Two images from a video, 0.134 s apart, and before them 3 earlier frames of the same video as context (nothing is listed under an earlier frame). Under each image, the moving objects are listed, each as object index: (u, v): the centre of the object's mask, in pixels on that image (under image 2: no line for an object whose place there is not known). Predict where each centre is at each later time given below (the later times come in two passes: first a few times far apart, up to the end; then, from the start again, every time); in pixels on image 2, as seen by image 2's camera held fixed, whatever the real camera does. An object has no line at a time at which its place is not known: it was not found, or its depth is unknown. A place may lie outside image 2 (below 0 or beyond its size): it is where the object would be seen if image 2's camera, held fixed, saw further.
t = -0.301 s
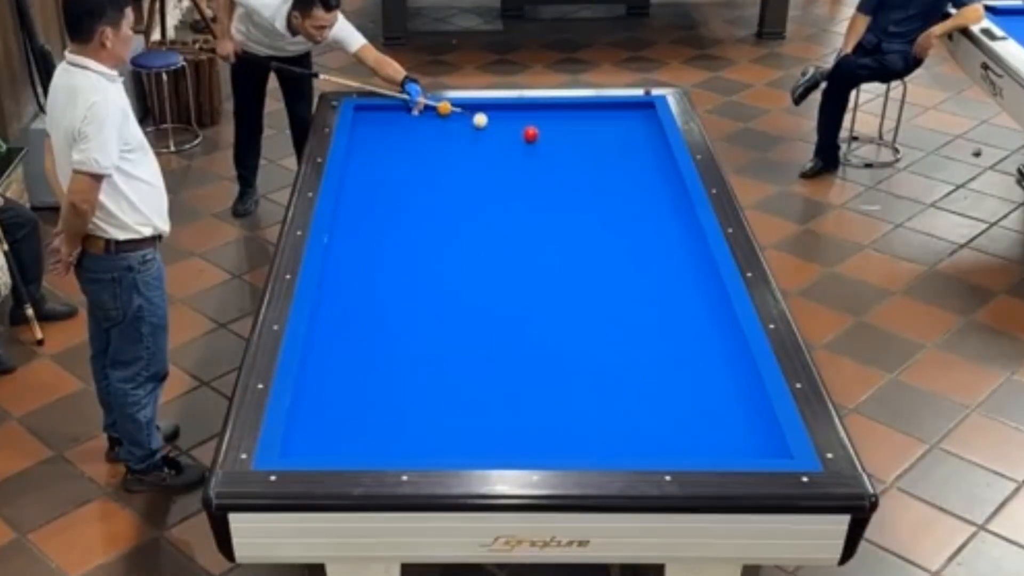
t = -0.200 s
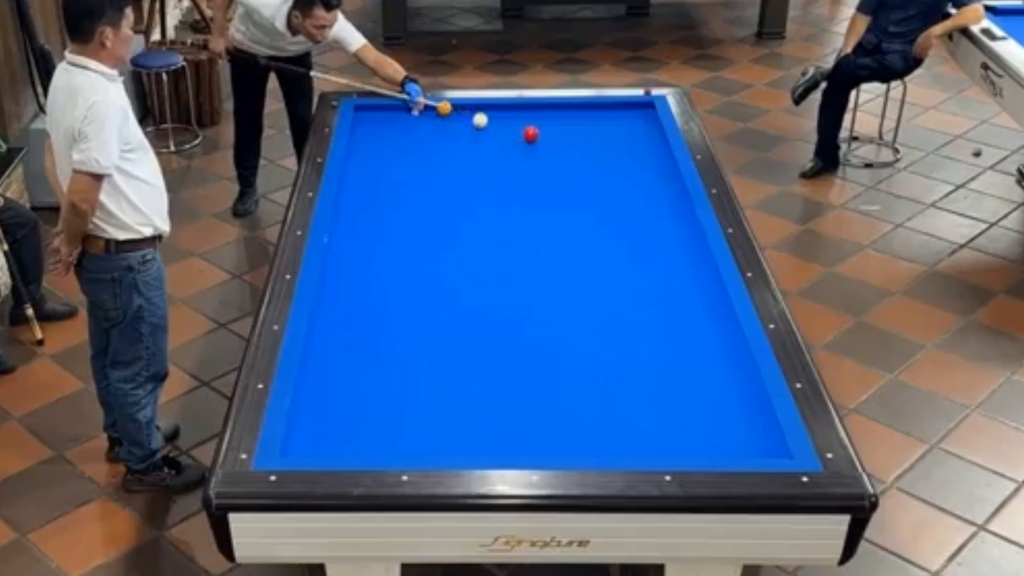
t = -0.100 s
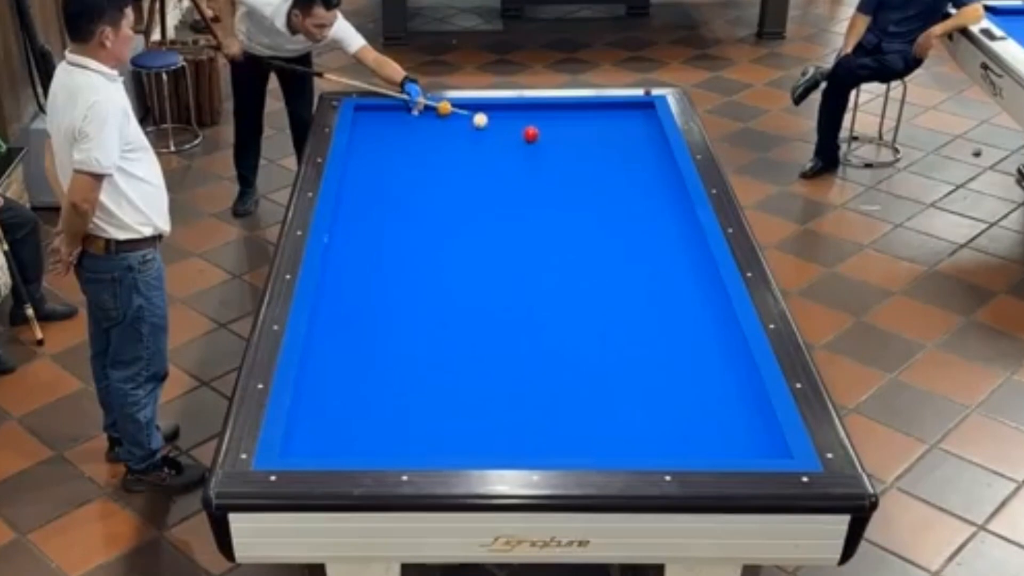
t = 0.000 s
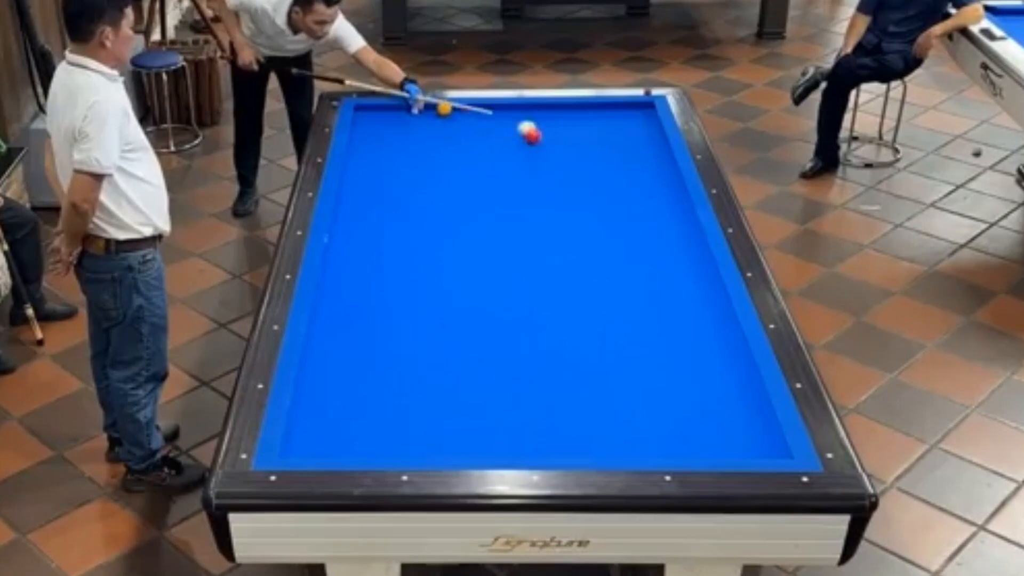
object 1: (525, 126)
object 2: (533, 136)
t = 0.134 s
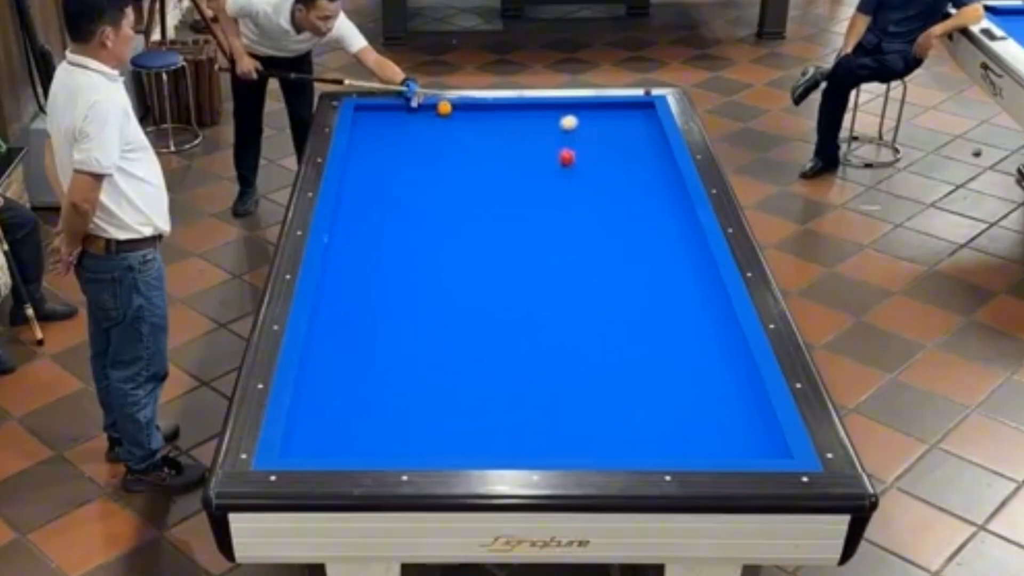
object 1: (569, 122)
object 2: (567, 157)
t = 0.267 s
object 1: (614, 119)
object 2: (598, 178)
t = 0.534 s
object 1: (609, 116)
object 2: (657, 215)
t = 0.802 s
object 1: (556, 113)
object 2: (688, 254)
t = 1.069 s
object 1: (506, 110)
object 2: (673, 292)
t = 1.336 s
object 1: (459, 107)
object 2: (657, 335)
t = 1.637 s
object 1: (449, 108)
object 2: (638, 389)
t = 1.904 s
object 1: (440, 109)
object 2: (618, 442)
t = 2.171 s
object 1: (432, 111)
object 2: (585, 428)
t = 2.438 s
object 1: (425, 112)
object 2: (553, 401)
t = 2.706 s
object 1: (418, 113)
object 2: (523, 375)
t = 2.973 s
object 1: (412, 114)
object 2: (497, 352)
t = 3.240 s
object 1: (407, 114)
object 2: (472, 331)
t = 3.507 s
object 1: (402, 115)
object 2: (450, 311)
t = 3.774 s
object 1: (398, 115)
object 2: (430, 293)
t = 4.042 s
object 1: (395, 116)
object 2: (410, 277)
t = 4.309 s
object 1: (392, 116)
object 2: (392, 261)
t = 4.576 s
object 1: (390, 116)
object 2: (375, 247)
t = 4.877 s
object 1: (389, 116)
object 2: (358, 232)
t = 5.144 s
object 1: (389, 116)
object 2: (344, 220)
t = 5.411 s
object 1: (389, 116)
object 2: (345, 210)
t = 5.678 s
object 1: (389, 116)
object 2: (355, 200)
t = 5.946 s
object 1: (389, 117)
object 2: (363, 192)
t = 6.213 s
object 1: (389, 117)
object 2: (371, 185)
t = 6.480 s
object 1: (389, 117)
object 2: (379, 177)
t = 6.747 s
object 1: (389, 117)
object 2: (385, 171)
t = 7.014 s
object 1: (389, 117)
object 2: (391, 164)
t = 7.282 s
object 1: (389, 117)
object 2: (397, 158)
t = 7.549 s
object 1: (389, 117)
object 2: (402, 153)
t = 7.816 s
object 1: (389, 117)
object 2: (407, 148)
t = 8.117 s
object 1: (389, 117)
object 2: (412, 143)
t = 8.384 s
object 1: (389, 117)
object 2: (415, 139)
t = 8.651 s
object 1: (389, 117)
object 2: (419, 135)
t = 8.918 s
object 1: (389, 116)
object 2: (422, 132)
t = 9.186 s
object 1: (389, 116)
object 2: (425, 129)
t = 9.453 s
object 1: (389, 117)
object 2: (427, 128)
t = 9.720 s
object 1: (389, 117)
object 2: (430, 125)
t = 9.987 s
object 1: (389, 116)
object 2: (432, 122)
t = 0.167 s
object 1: (580, 121)
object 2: (575, 162)
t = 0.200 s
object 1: (591, 121)
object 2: (583, 167)
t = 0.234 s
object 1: (603, 120)
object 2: (591, 173)
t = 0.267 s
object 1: (614, 119)
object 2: (598, 178)
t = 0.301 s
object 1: (626, 119)
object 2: (606, 183)
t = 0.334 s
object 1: (638, 118)
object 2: (613, 187)
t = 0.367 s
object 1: (650, 118)
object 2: (620, 191)
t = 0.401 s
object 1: (646, 118)
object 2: (628, 196)
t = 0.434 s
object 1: (636, 117)
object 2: (635, 201)
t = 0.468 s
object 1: (626, 117)
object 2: (642, 206)
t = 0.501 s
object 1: (618, 117)
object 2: (649, 211)
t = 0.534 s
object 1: (609, 116)
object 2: (657, 215)
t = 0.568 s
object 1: (603, 116)
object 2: (666, 220)
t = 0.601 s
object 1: (595, 116)
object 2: (673, 225)
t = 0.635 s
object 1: (589, 115)
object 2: (681, 231)
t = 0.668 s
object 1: (582, 115)
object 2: (690, 236)
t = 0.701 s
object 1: (576, 114)
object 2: (697, 241)
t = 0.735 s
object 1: (569, 114)
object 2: (695, 246)
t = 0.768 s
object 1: (563, 114)
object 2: (691, 249)
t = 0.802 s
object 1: (556, 113)
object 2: (688, 254)
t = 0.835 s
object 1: (550, 113)
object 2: (686, 259)
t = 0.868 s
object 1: (544, 112)
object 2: (684, 263)
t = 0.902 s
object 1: (537, 112)
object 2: (682, 268)
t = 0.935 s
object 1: (531, 112)
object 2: (680, 273)
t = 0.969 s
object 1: (524, 111)
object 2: (679, 277)
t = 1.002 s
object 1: (518, 111)
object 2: (677, 282)
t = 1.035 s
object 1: (512, 111)
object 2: (675, 287)
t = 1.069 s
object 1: (506, 110)
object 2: (673, 292)
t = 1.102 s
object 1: (500, 110)
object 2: (671, 297)
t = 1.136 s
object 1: (493, 110)
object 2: (669, 302)
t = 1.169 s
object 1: (487, 109)
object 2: (667, 308)
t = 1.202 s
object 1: (481, 109)
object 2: (666, 313)
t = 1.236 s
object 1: (475, 109)
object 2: (664, 318)
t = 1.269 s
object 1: (469, 108)
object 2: (662, 324)
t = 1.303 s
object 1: (463, 108)
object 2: (659, 329)
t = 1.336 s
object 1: (459, 107)
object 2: (657, 335)
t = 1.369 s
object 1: (458, 107)
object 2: (656, 340)
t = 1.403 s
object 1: (457, 107)
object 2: (653, 346)
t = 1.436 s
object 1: (456, 107)
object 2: (651, 352)
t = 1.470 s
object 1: (454, 107)
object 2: (649, 358)
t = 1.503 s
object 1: (454, 107)
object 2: (647, 363)
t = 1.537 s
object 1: (452, 107)
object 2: (645, 370)
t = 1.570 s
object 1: (451, 107)
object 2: (643, 376)
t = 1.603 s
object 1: (450, 107)
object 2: (640, 382)
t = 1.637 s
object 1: (449, 108)
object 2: (638, 389)
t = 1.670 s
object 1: (448, 108)
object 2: (636, 395)
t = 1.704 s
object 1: (447, 108)
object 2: (634, 402)
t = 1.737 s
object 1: (446, 108)
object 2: (631, 408)
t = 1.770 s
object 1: (445, 108)
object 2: (628, 415)
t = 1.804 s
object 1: (444, 109)
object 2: (626, 422)
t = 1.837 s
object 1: (442, 109)
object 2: (623, 428)
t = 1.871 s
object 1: (441, 109)
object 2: (621, 435)
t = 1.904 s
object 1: (440, 109)
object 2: (618, 442)
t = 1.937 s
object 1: (439, 110)
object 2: (616, 446)
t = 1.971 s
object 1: (438, 110)
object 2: (613, 450)
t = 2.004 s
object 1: (437, 110)
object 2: (608, 448)
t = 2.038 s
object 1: (436, 110)
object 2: (603, 444)
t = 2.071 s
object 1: (435, 110)
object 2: (599, 441)
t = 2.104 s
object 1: (434, 110)
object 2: (594, 436)
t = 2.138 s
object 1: (433, 110)
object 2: (590, 430)
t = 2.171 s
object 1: (432, 111)
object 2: (585, 428)
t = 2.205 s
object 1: (431, 111)
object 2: (581, 424)
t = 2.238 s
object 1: (430, 111)
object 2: (577, 421)
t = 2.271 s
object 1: (429, 111)
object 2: (573, 418)
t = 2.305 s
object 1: (428, 111)
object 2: (569, 414)
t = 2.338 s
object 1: (427, 111)
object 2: (565, 411)
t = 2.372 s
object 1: (426, 112)
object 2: (561, 407)
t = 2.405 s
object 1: (425, 112)
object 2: (557, 403)
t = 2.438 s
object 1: (425, 112)
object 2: (553, 401)
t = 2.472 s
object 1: (424, 112)
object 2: (549, 397)
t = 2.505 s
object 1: (423, 112)
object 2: (545, 394)
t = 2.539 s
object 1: (422, 112)
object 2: (541, 391)
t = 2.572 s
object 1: (421, 112)
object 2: (538, 387)
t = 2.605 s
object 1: (420, 112)
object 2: (535, 384)
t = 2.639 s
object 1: (419, 112)
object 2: (530, 381)
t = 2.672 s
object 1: (419, 113)
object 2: (527, 378)
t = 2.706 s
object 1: (418, 113)
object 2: (523, 375)
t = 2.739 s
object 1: (417, 113)
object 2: (519, 372)
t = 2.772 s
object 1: (416, 113)
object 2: (516, 370)
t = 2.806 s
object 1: (416, 113)
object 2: (513, 366)
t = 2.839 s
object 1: (415, 114)
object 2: (510, 363)
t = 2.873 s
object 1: (415, 114)
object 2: (506, 361)
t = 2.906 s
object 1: (414, 114)
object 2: (503, 358)
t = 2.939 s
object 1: (413, 114)
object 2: (500, 355)
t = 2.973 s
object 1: (412, 114)
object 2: (497, 352)
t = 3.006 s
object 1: (411, 115)
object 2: (493, 350)
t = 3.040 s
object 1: (410, 114)
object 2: (490, 347)
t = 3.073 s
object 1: (410, 114)
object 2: (487, 344)
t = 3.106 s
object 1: (409, 114)
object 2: (484, 341)
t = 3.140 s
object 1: (408, 114)
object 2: (481, 339)
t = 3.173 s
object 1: (407, 114)
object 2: (478, 336)
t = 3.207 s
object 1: (407, 114)
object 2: (475, 333)
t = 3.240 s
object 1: (407, 114)
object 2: (472, 331)
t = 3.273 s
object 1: (406, 114)
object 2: (469, 328)
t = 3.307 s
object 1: (405, 114)
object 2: (467, 326)
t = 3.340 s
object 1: (404, 114)
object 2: (463, 323)
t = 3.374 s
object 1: (404, 115)
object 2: (461, 321)
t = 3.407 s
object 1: (403, 115)
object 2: (458, 319)
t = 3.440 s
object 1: (403, 115)
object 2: (455, 316)
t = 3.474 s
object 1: (402, 115)
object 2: (453, 314)
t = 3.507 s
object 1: (402, 115)
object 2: (450, 311)
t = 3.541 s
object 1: (401, 115)
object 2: (448, 308)
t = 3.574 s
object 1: (400, 115)
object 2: (444, 307)
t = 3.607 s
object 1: (400, 115)
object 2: (442, 304)
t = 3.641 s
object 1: (400, 115)
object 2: (439, 302)
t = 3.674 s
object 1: (399, 115)
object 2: (436, 300)
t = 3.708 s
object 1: (399, 115)
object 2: (435, 298)
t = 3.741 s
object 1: (398, 115)
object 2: (432, 295)
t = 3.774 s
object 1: (398, 115)
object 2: (430, 293)
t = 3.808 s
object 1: (397, 115)
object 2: (427, 291)
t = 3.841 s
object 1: (397, 116)
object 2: (424, 289)
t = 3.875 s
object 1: (396, 116)
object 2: (422, 287)
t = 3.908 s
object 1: (396, 116)
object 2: (420, 285)
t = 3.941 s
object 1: (395, 116)
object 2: (417, 282)
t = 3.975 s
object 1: (395, 116)
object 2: (415, 281)
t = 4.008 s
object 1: (395, 116)
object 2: (412, 279)
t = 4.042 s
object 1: (395, 116)
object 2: (410, 277)
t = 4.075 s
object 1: (394, 116)
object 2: (408, 275)
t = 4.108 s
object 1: (394, 116)
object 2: (406, 273)
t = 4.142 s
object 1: (393, 116)
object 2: (403, 271)
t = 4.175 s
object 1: (393, 116)
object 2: (401, 269)
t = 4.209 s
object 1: (393, 116)
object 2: (399, 267)
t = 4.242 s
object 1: (393, 116)
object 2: (396, 265)
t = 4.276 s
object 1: (392, 116)
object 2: (394, 263)
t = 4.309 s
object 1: (392, 116)
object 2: (392, 261)
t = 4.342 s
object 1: (392, 116)
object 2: (390, 259)
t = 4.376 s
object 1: (392, 116)
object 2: (388, 257)
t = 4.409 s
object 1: (392, 116)
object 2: (385, 256)
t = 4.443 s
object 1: (392, 116)
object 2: (383, 254)
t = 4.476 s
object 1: (391, 116)
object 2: (381, 252)
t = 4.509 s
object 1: (391, 116)
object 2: (379, 250)
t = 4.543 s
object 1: (391, 116)
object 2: (378, 249)
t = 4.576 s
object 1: (390, 116)
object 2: (375, 247)
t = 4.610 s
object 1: (390, 116)
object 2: (373, 245)
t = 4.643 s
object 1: (390, 116)
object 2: (372, 244)
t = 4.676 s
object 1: (390, 116)
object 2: (369, 242)
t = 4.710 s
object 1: (390, 116)
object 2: (368, 240)
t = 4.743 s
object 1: (390, 116)
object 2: (366, 238)
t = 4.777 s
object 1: (390, 116)
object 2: (365, 237)
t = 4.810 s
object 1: (390, 116)
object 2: (362, 235)
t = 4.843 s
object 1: (389, 116)
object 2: (360, 234)
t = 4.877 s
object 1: (389, 116)
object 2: (358, 232)
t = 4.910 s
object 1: (389, 116)
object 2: (357, 230)
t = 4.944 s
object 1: (389, 116)
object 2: (355, 229)
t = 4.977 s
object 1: (389, 116)
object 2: (353, 227)
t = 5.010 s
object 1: (389, 116)
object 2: (351, 226)
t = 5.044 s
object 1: (389, 116)
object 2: (350, 224)
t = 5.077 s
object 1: (389, 116)
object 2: (347, 222)
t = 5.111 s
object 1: (389, 116)
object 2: (346, 221)
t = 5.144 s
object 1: (389, 116)
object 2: (344, 220)
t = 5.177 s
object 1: (389, 116)
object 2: (342, 218)
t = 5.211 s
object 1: (389, 116)
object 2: (341, 217)
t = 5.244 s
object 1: (389, 117)
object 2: (339, 215)
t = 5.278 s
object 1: (389, 116)
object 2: (340, 214)
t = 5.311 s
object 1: (389, 117)
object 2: (341, 213)
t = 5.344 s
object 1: (389, 116)
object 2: (343, 212)
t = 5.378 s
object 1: (389, 116)
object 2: (343, 211)
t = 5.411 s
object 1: (389, 116)
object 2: (345, 210)
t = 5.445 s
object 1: (389, 116)
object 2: (346, 209)
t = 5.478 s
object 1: (389, 116)
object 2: (347, 208)
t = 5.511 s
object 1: (389, 116)
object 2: (349, 206)
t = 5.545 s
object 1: (389, 116)
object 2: (350, 205)
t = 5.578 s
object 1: (389, 116)
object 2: (351, 203)
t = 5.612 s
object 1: (389, 116)
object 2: (352, 202)
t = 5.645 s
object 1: (389, 116)
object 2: (352, 201)
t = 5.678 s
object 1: (389, 116)
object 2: (355, 200)
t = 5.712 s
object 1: (389, 116)
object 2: (355, 199)
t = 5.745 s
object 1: (389, 116)
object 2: (356, 198)
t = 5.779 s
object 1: (389, 116)
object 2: (358, 197)
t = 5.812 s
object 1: (389, 116)
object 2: (359, 196)
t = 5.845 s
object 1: (389, 117)
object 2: (360, 195)
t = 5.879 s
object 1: (389, 117)
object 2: (361, 194)
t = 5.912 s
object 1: (389, 117)
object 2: (362, 193)
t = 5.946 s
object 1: (389, 117)
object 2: (363, 192)
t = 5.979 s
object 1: (389, 116)
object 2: (364, 191)
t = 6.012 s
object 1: (389, 117)
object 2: (365, 190)
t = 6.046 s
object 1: (389, 117)
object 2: (366, 189)
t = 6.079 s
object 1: (389, 117)
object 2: (367, 188)
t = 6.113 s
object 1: (389, 117)
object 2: (368, 187)
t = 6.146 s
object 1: (389, 117)
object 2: (369, 186)
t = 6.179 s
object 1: (389, 117)
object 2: (370, 185)
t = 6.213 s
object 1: (389, 117)
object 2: (371, 185)
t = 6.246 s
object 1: (389, 117)
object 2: (372, 183)
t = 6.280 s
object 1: (389, 117)
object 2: (373, 182)
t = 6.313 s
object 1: (389, 117)
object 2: (374, 181)
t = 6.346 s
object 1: (389, 117)
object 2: (375, 181)
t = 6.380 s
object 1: (389, 117)
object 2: (376, 180)
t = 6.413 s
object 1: (389, 117)
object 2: (376, 180)
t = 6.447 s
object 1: (389, 117)
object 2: (378, 179)
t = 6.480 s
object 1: (389, 117)
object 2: (379, 177)
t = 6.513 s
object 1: (389, 117)
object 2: (379, 177)
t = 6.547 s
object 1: (389, 117)
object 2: (379, 177)
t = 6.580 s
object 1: (389, 117)
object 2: (381, 175)
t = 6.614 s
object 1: (389, 117)
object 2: (382, 174)
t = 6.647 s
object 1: (389, 117)
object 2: (383, 173)
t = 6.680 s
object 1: (389, 117)
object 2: (384, 172)
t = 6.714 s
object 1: (389, 117)
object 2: (384, 171)
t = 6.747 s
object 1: (389, 117)
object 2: (385, 171)
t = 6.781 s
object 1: (389, 116)
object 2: (385, 170)
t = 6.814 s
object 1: (389, 117)
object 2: (386, 169)
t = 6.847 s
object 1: (389, 117)
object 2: (387, 168)
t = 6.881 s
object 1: (389, 117)
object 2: (388, 167)
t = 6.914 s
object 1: (389, 117)
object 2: (390, 166)
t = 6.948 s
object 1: (389, 117)
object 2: (390, 165)
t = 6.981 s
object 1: (389, 117)
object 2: (390, 165)
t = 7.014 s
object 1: (389, 117)
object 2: (391, 164)
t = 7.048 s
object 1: (389, 117)
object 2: (392, 164)
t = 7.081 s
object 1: (389, 117)
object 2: (393, 163)
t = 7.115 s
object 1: (389, 117)
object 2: (394, 162)
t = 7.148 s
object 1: (389, 117)
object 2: (394, 161)
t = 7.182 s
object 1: (389, 117)
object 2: (395, 161)
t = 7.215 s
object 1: (389, 117)
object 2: (396, 160)
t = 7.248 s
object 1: (389, 117)
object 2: (396, 159)
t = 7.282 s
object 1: (389, 117)
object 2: (397, 158)
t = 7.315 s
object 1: (389, 117)
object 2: (397, 158)
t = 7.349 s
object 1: (389, 117)
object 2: (398, 157)
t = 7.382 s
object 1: (389, 117)
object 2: (399, 156)
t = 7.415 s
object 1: (389, 117)
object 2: (399, 156)
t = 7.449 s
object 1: (389, 117)
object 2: (401, 155)
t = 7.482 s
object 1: (389, 117)
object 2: (401, 154)
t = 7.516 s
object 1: (389, 117)
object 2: (401, 154)
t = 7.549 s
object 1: (389, 117)
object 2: (402, 153)
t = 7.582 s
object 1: (389, 117)
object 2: (402, 152)
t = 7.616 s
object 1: (389, 117)
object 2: (403, 152)
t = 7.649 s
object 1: (389, 117)
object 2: (404, 151)
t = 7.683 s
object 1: (389, 117)
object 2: (405, 150)
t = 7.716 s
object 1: (389, 117)
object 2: (405, 150)
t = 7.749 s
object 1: (389, 117)
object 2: (406, 149)
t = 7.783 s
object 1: (389, 117)
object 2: (406, 149)
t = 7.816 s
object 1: (389, 117)
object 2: (407, 148)
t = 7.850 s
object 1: (389, 117)
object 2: (408, 148)
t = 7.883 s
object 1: (389, 117)
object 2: (408, 147)
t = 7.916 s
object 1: (389, 117)
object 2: (409, 147)
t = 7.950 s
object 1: (389, 117)
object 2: (409, 146)
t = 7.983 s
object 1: (389, 117)
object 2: (410, 145)
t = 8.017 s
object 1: (389, 116)
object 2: (410, 145)
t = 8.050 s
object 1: (389, 117)
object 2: (411, 145)
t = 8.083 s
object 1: (389, 117)
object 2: (411, 144)
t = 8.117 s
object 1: (389, 117)
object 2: (412, 143)
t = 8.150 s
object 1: (389, 117)
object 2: (412, 143)
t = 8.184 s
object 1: (389, 117)
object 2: (412, 142)
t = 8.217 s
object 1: (389, 117)
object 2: (413, 141)
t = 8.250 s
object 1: (389, 117)
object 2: (414, 141)
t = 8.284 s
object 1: (389, 117)
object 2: (414, 140)
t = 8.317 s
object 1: (389, 117)
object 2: (414, 140)
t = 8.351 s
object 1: (389, 117)
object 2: (415, 139)
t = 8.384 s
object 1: (389, 117)
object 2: (415, 139)
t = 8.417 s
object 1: (389, 117)
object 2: (416, 139)
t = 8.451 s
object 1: (389, 117)
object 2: (416, 138)
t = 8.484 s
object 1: (389, 117)
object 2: (416, 138)
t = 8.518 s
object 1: (389, 117)
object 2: (417, 137)
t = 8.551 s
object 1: (389, 117)
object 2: (417, 137)
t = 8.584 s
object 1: (389, 117)
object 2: (418, 136)
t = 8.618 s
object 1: (389, 117)
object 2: (418, 136)
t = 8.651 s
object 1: (389, 117)
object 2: (419, 135)
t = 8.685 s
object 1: (389, 117)
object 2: (419, 135)
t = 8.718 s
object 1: (389, 117)
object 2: (420, 134)
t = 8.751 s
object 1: (389, 117)
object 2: (420, 134)
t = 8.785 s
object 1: (389, 117)
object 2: (420, 133)
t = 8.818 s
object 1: (389, 117)
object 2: (421, 133)
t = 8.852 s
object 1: (389, 116)
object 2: (422, 133)
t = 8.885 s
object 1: (389, 116)
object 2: (422, 132)
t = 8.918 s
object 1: (389, 116)
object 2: (422, 132)
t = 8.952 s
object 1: (389, 117)
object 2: (422, 132)
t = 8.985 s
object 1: (389, 117)
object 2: (423, 131)
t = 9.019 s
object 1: (389, 117)
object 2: (423, 131)
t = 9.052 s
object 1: (389, 117)
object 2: (424, 130)
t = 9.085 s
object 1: (389, 117)
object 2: (424, 130)
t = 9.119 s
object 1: (389, 116)
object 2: (425, 130)
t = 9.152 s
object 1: (389, 116)
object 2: (425, 130)
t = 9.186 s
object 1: (389, 116)
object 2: (425, 129)
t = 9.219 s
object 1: (389, 116)
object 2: (426, 129)
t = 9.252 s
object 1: (389, 116)
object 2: (426, 128)
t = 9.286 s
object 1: (389, 117)
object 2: (426, 128)
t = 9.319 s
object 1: (389, 117)
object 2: (426, 128)
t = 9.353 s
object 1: (389, 117)
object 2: (427, 128)
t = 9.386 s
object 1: (389, 117)
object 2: (427, 128)
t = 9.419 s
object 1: (389, 117)
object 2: (427, 128)
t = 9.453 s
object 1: (389, 117)
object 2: (427, 128)
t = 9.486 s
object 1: (389, 117)
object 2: (427, 128)
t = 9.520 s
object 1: (389, 117)
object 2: (428, 127)
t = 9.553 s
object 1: (389, 117)
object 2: (429, 126)
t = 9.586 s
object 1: (389, 117)
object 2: (429, 126)
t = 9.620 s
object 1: (389, 117)
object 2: (429, 126)
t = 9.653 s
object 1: (389, 117)
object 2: (429, 126)
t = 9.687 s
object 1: (389, 117)
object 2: (430, 125)
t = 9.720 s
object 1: (389, 117)
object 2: (430, 125)
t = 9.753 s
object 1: (389, 117)
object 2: (431, 125)
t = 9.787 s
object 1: (389, 117)
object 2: (431, 124)
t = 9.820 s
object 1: (389, 116)
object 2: (431, 124)
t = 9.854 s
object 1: (389, 116)
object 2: (432, 123)
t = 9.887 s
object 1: (389, 116)
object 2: (432, 123)
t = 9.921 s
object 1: (389, 116)
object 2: (432, 122)
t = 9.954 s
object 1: (389, 116)
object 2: (432, 122)
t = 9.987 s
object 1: (389, 116)
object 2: (432, 122)
